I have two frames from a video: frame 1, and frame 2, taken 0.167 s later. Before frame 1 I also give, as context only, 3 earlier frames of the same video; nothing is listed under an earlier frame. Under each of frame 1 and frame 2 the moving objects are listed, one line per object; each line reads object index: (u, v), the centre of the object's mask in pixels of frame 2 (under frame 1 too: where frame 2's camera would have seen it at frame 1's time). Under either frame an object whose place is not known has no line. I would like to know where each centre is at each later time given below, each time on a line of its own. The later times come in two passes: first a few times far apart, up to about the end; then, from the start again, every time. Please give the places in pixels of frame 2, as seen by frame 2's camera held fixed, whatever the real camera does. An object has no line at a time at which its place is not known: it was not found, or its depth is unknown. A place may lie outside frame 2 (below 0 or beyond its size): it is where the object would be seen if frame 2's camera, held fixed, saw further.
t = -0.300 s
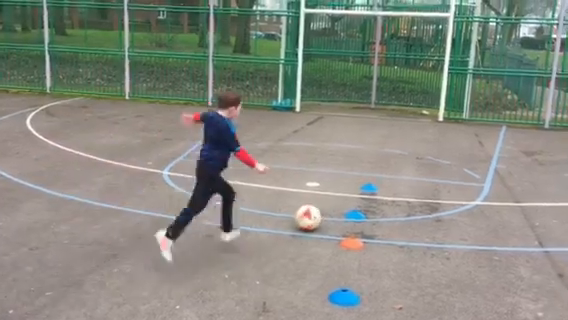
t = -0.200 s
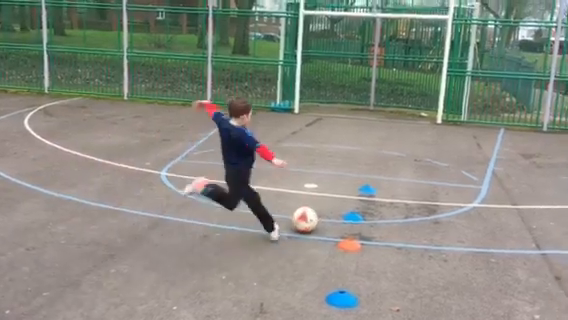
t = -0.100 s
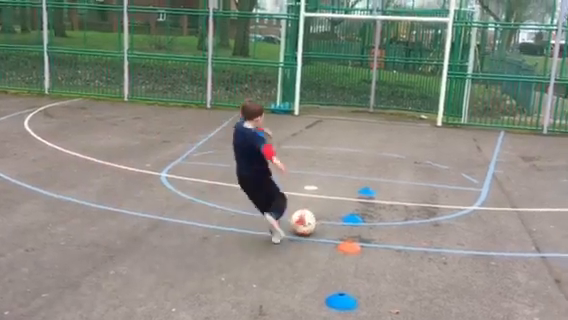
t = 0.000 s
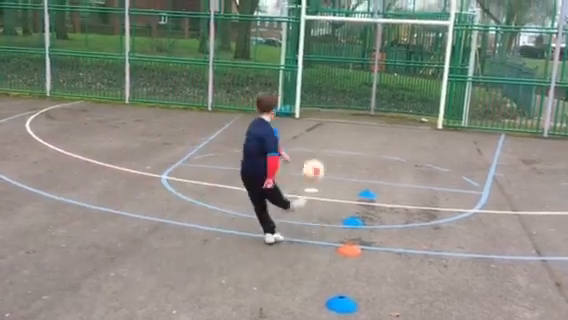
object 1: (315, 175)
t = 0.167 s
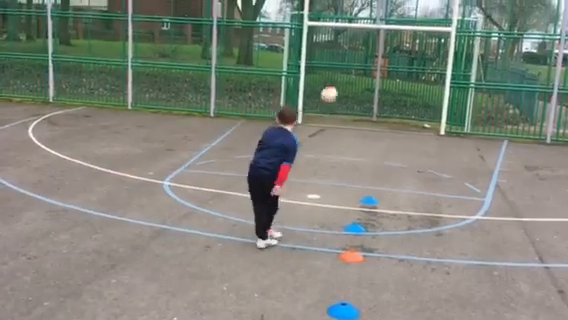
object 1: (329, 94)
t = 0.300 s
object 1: (333, 67)
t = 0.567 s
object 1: (337, 62)
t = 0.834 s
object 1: (344, 84)
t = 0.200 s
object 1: (330, 85)
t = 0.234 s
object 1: (332, 78)
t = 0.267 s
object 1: (332, 72)
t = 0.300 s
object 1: (333, 67)
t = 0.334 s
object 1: (334, 64)
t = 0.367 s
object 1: (335, 62)
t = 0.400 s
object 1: (335, 60)
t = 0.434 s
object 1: (336, 59)
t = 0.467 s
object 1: (336, 59)
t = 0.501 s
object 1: (337, 60)
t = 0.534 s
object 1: (337, 60)
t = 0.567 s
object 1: (337, 62)
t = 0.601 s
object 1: (337, 64)
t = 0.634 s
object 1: (338, 66)
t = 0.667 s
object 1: (338, 69)
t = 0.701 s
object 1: (338, 72)
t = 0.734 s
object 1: (338, 75)
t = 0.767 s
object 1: (338, 79)
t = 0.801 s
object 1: (340, 82)
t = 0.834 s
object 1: (344, 84)
